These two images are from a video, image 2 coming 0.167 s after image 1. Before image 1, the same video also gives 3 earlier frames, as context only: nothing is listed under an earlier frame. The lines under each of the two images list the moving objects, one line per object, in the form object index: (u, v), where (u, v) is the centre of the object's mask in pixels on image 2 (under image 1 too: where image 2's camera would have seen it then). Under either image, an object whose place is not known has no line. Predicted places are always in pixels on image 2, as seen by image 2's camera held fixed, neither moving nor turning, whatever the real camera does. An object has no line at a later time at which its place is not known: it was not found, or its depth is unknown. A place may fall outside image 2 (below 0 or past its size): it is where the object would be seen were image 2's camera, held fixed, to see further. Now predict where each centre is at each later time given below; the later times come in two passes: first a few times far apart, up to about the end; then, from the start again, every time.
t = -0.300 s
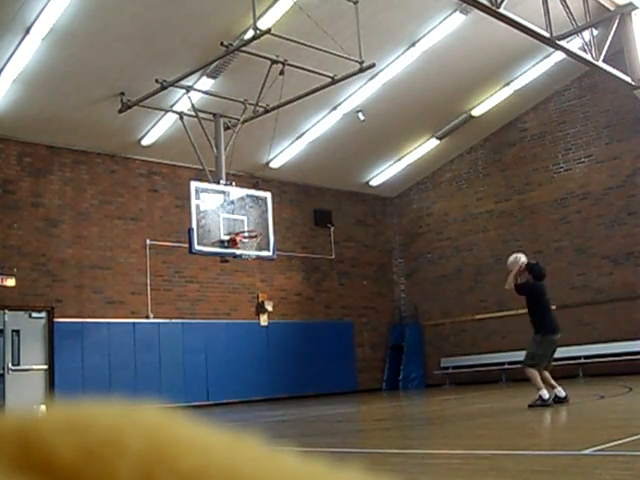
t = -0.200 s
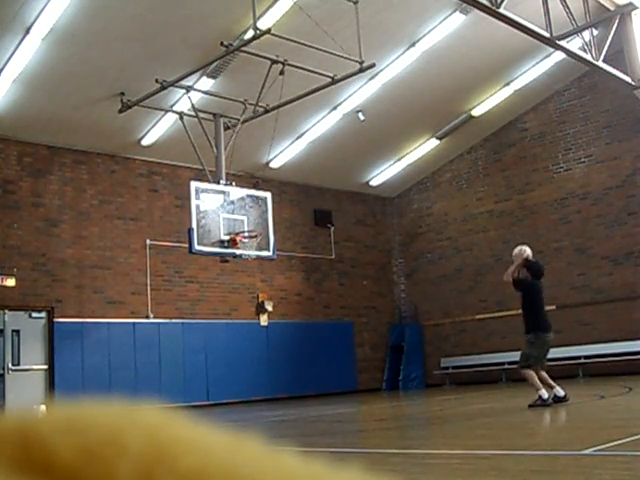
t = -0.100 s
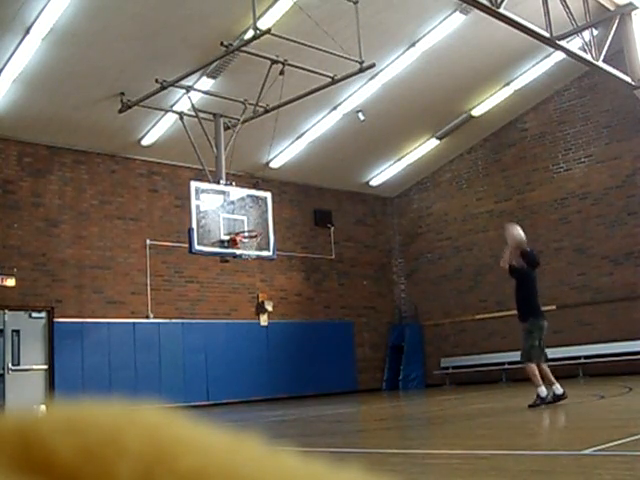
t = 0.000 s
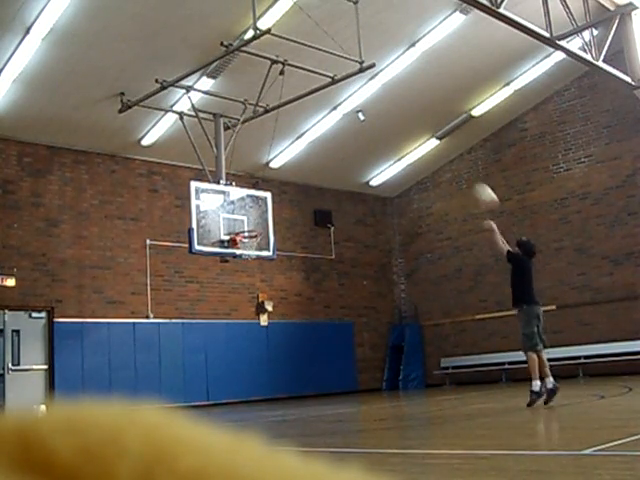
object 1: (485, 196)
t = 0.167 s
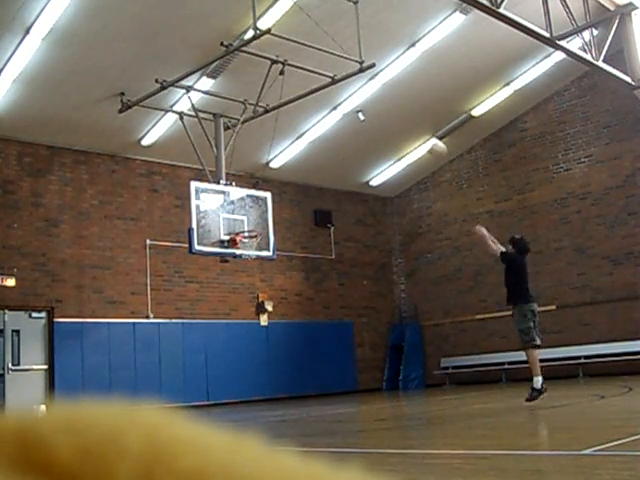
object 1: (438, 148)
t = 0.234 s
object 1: (417, 133)
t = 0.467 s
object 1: (362, 115)
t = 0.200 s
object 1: (423, 136)
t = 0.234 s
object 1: (417, 133)
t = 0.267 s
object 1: (408, 128)
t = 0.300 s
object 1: (400, 123)
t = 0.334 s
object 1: (392, 121)
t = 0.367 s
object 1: (384, 118)
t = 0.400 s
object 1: (376, 116)
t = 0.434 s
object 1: (368, 115)
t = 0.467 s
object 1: (362, 115)
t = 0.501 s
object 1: (356, 116)
